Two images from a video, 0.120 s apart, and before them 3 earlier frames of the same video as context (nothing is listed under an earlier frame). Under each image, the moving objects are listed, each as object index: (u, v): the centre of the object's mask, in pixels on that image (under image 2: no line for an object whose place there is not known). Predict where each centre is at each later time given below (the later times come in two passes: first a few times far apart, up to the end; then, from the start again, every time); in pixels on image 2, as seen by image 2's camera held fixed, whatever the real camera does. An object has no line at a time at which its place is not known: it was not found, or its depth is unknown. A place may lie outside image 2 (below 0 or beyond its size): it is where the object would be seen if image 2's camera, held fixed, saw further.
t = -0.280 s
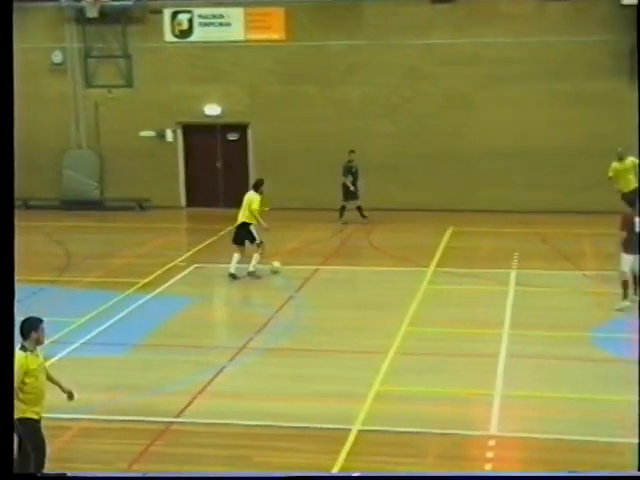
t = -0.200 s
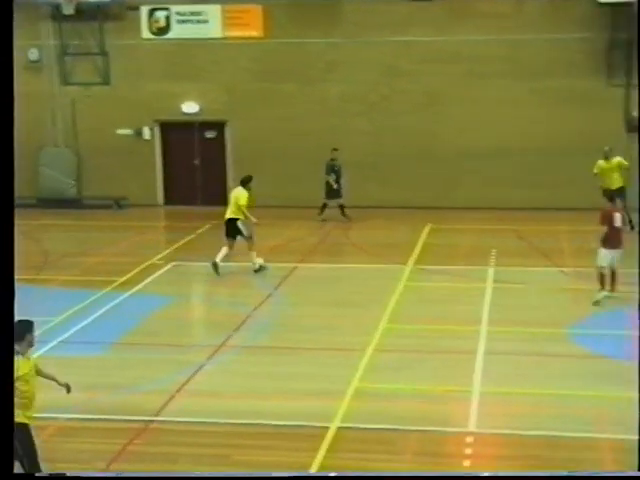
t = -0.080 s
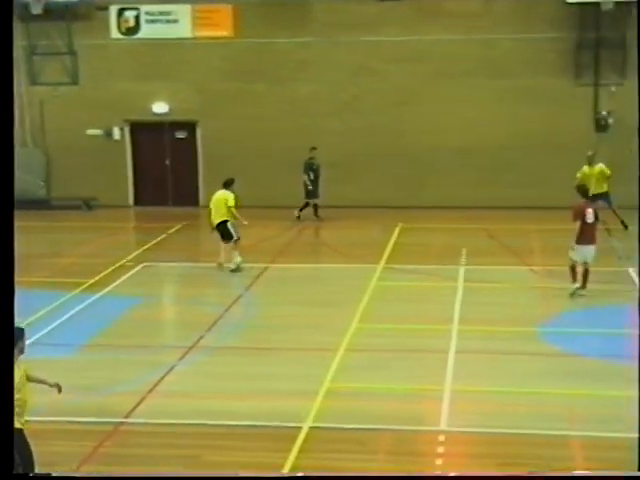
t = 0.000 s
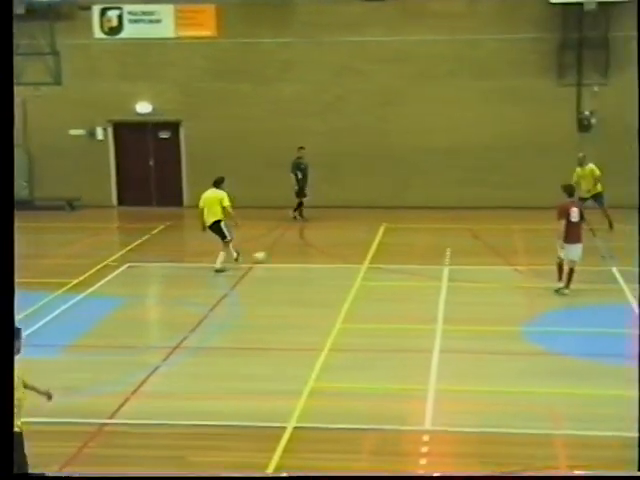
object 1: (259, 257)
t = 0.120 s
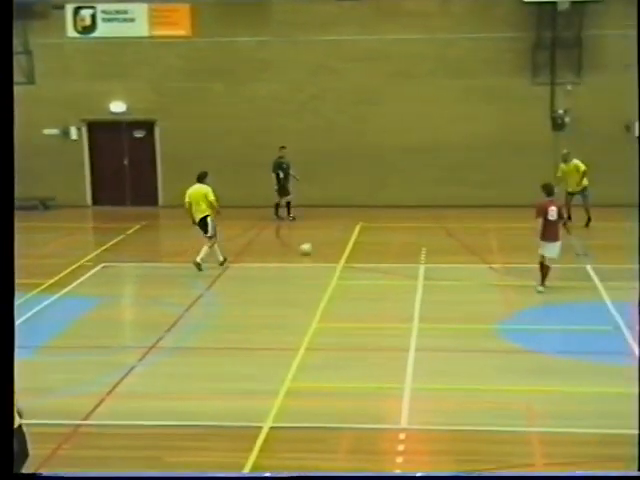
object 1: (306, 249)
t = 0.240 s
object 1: (367, 242)
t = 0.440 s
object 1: (453, 233)
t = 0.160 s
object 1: (327, 247)
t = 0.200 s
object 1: (347, 244)
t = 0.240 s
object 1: (367, 242)
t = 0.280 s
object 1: (386, 240)
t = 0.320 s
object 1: (403, 238)
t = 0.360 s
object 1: (421, 236)
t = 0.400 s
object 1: (438, 234)
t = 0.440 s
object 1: (453, 233)
